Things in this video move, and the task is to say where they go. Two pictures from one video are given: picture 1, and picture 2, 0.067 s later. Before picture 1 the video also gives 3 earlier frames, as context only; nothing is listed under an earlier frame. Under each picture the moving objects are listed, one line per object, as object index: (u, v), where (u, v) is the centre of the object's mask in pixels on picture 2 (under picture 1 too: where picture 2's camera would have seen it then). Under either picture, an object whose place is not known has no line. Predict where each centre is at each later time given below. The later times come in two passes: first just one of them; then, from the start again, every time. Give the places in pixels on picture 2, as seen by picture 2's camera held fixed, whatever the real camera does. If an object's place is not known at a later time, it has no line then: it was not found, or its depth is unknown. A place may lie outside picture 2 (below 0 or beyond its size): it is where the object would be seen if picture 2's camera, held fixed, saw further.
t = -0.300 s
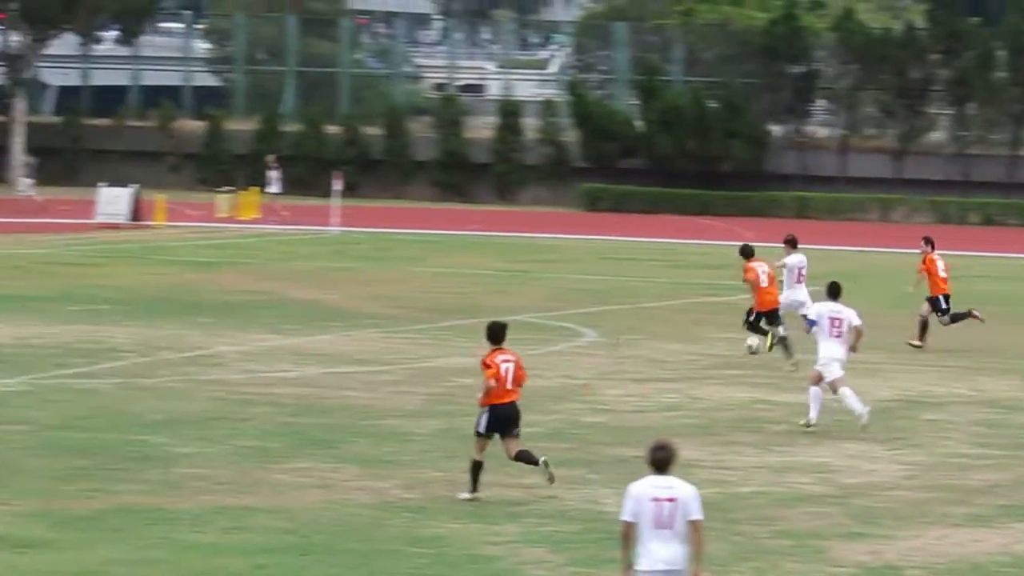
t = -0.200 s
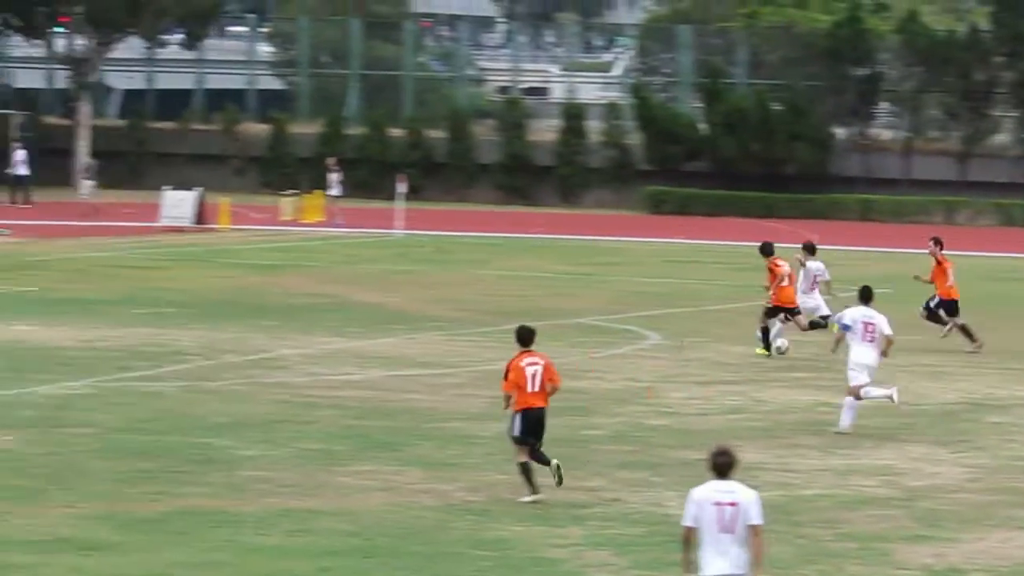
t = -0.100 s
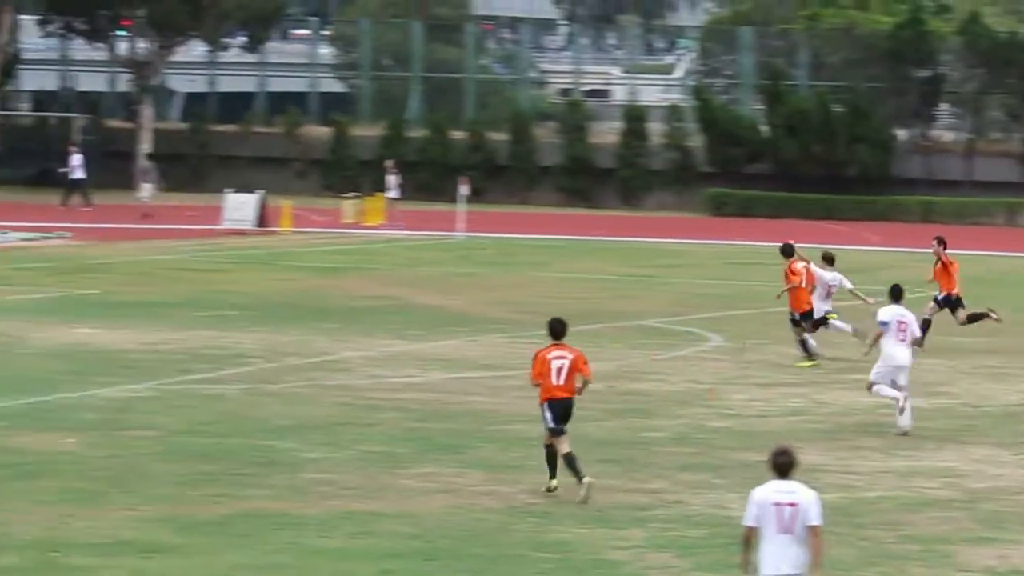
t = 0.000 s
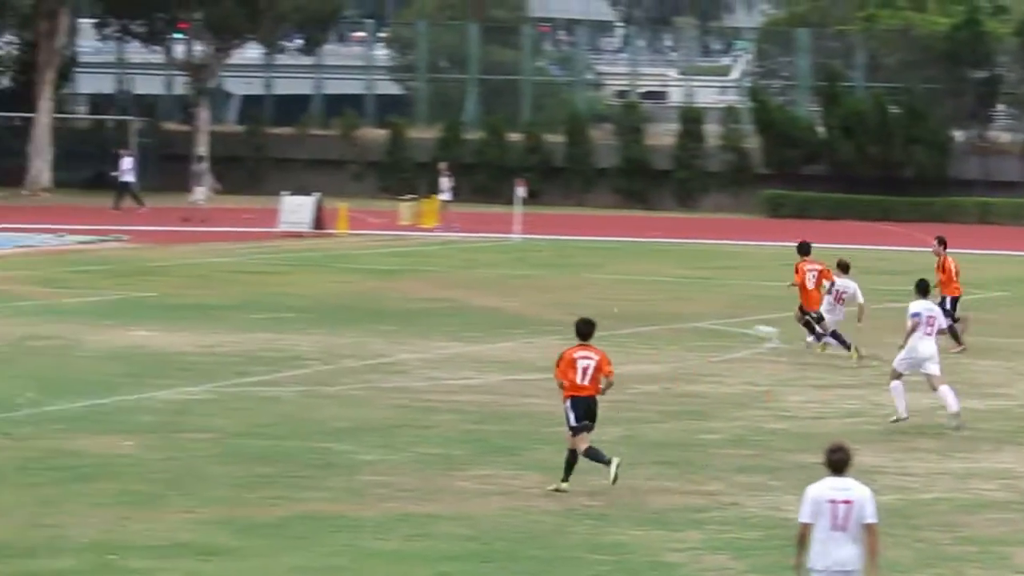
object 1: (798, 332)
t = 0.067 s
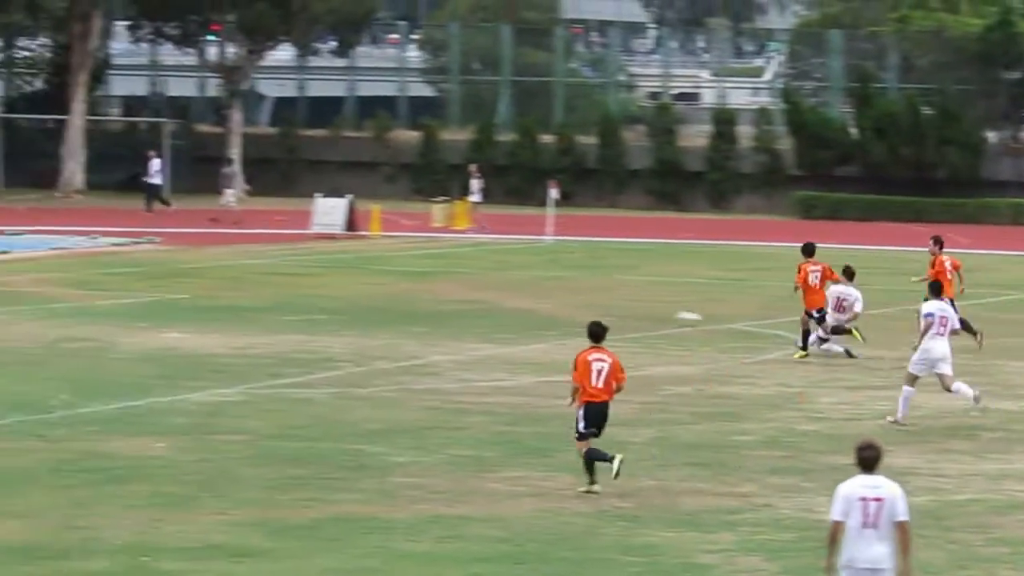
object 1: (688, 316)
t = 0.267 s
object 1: (380, 290)
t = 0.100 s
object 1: (634, 310)
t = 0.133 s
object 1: (582, 304)
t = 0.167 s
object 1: (531, 299)
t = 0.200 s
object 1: (480, 294)
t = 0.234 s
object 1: (430, 291)
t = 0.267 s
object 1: (380, 290)
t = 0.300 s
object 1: (332, 290)
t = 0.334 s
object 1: (284, 290)
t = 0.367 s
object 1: (236, 292)
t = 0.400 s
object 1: (191, 297)
